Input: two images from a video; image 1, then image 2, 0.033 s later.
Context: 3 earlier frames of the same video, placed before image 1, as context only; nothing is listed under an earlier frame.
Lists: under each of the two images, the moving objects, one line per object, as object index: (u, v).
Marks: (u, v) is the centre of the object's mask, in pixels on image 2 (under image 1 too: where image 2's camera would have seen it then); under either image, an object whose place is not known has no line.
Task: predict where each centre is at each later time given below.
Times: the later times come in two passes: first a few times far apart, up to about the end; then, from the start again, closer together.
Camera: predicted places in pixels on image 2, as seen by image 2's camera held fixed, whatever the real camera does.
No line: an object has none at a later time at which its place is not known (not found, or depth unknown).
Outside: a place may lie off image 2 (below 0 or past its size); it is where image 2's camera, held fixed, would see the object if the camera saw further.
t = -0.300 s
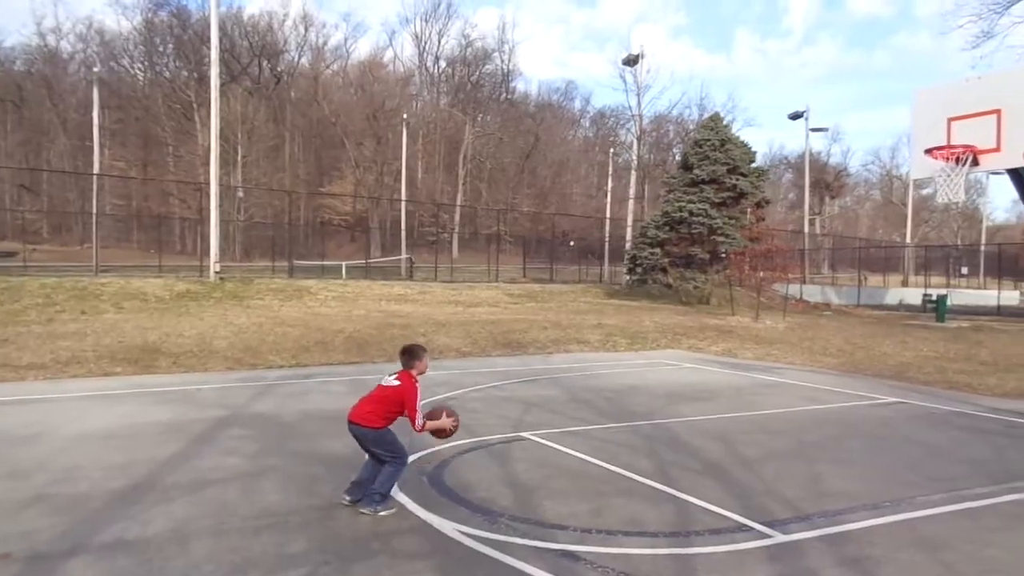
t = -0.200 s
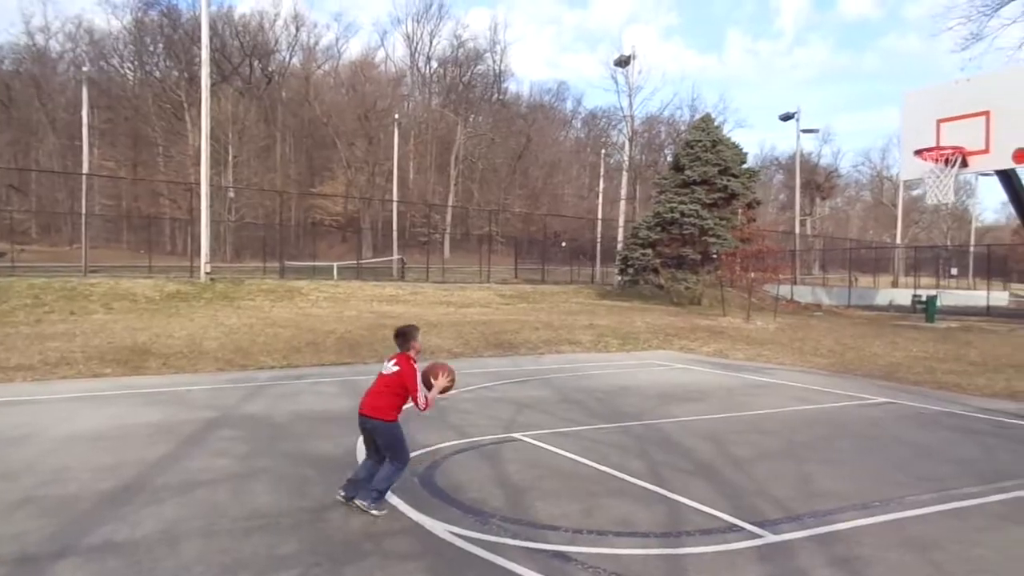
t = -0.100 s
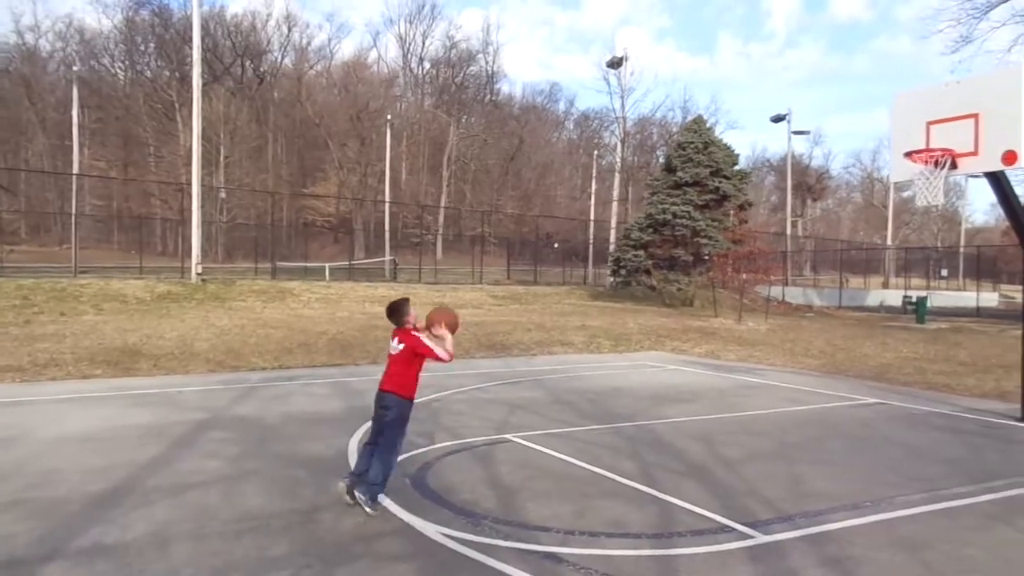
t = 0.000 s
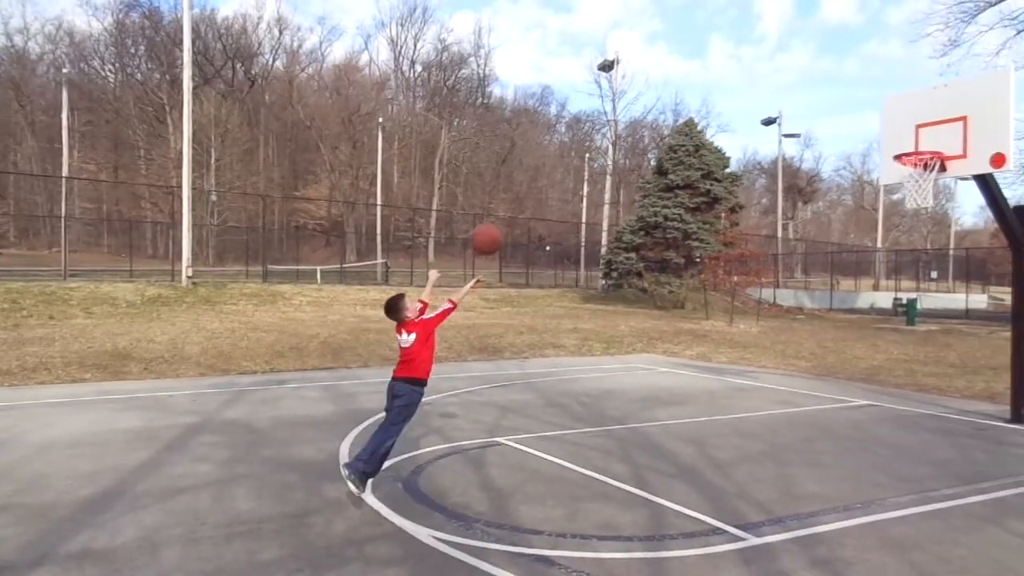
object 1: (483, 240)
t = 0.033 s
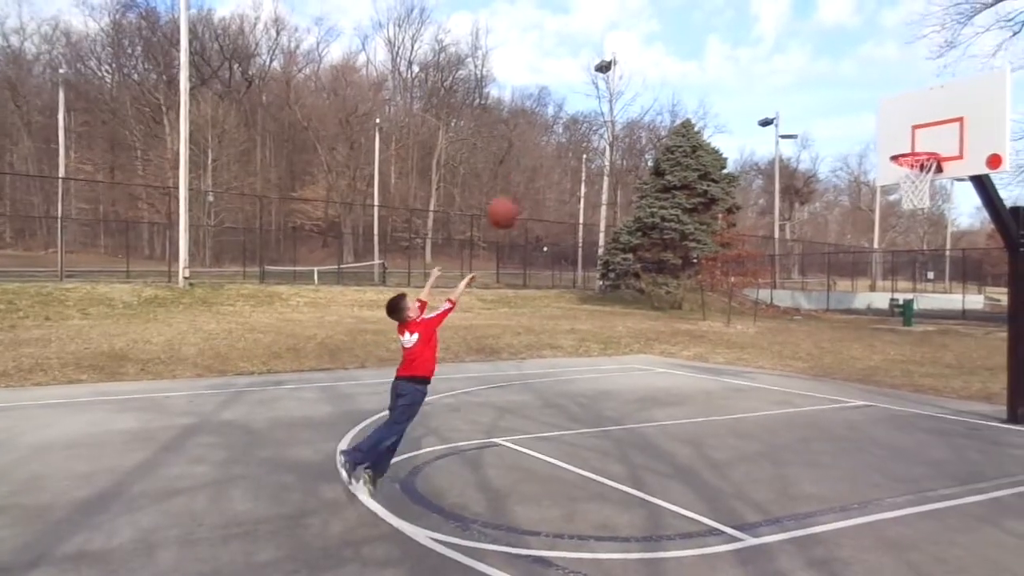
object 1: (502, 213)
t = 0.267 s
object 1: (624, 81)
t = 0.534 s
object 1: (737, 29)
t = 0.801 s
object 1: (830, 54)
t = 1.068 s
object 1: (907, 138)
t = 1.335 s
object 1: (910, 196)
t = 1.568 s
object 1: (910, 242)
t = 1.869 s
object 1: (912, 362)
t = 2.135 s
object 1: (921, 340)
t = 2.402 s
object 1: (933, 274)
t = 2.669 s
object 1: (944, 264)
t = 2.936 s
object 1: (954, 312)
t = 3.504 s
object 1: (984, 325)
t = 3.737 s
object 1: (1004, 305)
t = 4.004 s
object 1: (1001, 332)
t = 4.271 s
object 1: (996, 416)
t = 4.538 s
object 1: (1003, 349)
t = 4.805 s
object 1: (1008, 337)
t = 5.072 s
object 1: (1012, 385)
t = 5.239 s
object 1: (1015, 403)
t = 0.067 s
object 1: (521, 188)
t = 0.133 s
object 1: (557, 145)
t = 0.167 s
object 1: (575, 126)
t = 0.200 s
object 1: (591, 110)
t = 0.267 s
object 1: (624, 81)
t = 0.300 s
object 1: (639, 69)
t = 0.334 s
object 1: (654, 59)
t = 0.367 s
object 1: (669, 51)
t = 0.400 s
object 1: (683, 44)
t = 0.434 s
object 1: (697, 38)
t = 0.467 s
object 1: (711, 33)
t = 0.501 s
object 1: (724, 30)
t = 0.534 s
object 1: (737, 29)
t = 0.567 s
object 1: (750, 28)
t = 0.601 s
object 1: (762, 29)
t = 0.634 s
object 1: (774, 30)
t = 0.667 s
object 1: (786, 33)
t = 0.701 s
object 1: (797, 37)
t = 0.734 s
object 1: (808, 42)
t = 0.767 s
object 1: (819, 47)
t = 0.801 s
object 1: (830, 54)
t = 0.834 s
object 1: (840, 61)
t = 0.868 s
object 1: (850, 70)
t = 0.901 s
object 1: (860, 79)
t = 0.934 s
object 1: (870, 89)
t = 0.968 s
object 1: (880, 100)
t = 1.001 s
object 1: (889, 112)
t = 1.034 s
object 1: (898, 125)
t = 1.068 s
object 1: (907, 138)
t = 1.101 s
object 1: (915, 148)
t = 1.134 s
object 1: (917, 151)
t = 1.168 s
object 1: (917, 163)
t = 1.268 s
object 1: (909, 189)
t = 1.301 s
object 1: (910, 195)
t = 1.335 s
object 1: (910, 196)
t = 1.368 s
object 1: (911, 199)
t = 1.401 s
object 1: (911, 203)
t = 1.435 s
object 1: (911, 210)
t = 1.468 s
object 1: (911, 217)
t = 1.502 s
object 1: (909, 225)
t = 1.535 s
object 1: (911, 233)
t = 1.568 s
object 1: (910, 242)
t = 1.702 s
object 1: (911, 288)
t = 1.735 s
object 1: (911, 301)
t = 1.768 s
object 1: (911, 316)
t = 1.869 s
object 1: (912, 362)
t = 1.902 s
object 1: (911, 379)
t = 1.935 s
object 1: (913, 397)
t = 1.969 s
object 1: (913, 412)
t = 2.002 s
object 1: (915, 396)
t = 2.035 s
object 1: (915, 381)
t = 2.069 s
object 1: (917, 366)
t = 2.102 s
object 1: (919, 353)
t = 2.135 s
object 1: (921, 340)
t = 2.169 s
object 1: (921, 329)
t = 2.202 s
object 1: (923, 318)
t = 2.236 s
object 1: (925, 309)
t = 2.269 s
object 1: (926, 300)
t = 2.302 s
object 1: (927, 293)
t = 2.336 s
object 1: (929, 284)
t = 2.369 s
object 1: (930, 278)
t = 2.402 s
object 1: (933, 274)
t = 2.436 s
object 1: (934, 269)
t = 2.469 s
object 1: (935, 265)
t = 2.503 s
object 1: (937, 263)
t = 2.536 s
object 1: (937, 261)
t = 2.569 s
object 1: (939, 262)
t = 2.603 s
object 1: (942, 262)
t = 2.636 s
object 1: (943, 262)
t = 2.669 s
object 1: (944, 264)
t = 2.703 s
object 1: (945, 266)
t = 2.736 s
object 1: (947, 270)
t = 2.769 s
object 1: (949, 275)
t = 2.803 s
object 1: (950, 280)
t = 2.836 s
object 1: (951, 287)
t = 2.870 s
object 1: (951, 296)
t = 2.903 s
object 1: (952, 303)
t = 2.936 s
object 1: (954, 312)
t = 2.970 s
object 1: (956, 322)
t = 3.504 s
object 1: (984, 325)
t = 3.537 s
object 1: (987, 319)
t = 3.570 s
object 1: (990, 316)
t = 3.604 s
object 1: (992, 312)
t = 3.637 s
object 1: (993, 309)
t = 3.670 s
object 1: (1000, 306)
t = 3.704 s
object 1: (1002, 305)
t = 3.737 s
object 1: (1004, 305)
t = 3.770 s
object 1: (1004, 305)
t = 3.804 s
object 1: (1004, 306)
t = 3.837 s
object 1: (1003, 308)
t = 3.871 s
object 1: (1004, 311)
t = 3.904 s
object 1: (1003, 314)
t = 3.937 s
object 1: (1002, 320)
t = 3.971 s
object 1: (1002, 325)
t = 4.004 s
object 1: (1001, 332)
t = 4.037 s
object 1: (1001, 340)
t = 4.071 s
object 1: (1000, 347)
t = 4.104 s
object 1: (999, 356)
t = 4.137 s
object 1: (999, 367)
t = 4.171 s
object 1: (998, 378)
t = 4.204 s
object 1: (998, 390)
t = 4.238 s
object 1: (996, 403)
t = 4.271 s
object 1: (996, 416)
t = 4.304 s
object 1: (996, 406)
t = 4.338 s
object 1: (998, 395)
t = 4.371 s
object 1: (999, 385)
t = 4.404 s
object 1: (999, 376)
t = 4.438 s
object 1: (1000, 368)
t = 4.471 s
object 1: (1001, 360)
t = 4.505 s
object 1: (1002, 354)
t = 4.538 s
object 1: (1003, 349)
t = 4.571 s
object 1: (1003, 343)
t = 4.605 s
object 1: (1004, 339)
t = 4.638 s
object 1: (1005, 336)
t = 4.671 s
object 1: (1006, 335)
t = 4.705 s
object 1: (1007, 334)
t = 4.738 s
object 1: (1007, 335)
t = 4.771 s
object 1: (1007, 335)
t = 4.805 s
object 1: (1008, 337)
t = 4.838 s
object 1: (1008, 339)
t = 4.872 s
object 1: (1009, 343)
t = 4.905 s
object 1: (1010, 347)
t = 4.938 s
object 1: (1010, 354)
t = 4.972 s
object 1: (1011, 360)
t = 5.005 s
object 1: (1012, 368)
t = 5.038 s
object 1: (1013, 376)
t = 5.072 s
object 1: (1012, 385)
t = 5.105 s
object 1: (1013, 396)
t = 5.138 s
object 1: (1014, 407)
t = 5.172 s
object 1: (1014, 419)
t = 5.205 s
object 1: (1014, 413)
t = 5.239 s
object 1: (1015, 403)
